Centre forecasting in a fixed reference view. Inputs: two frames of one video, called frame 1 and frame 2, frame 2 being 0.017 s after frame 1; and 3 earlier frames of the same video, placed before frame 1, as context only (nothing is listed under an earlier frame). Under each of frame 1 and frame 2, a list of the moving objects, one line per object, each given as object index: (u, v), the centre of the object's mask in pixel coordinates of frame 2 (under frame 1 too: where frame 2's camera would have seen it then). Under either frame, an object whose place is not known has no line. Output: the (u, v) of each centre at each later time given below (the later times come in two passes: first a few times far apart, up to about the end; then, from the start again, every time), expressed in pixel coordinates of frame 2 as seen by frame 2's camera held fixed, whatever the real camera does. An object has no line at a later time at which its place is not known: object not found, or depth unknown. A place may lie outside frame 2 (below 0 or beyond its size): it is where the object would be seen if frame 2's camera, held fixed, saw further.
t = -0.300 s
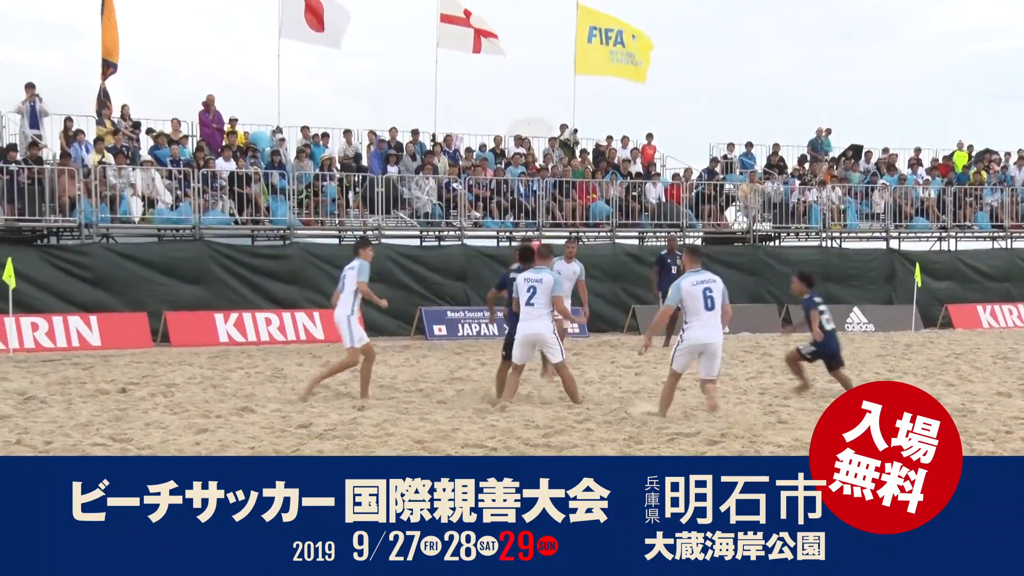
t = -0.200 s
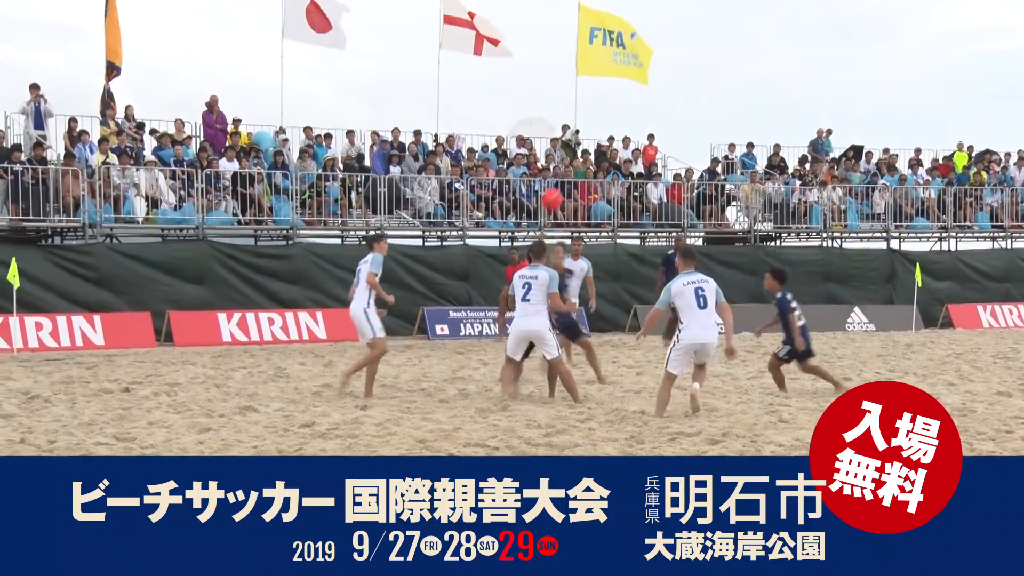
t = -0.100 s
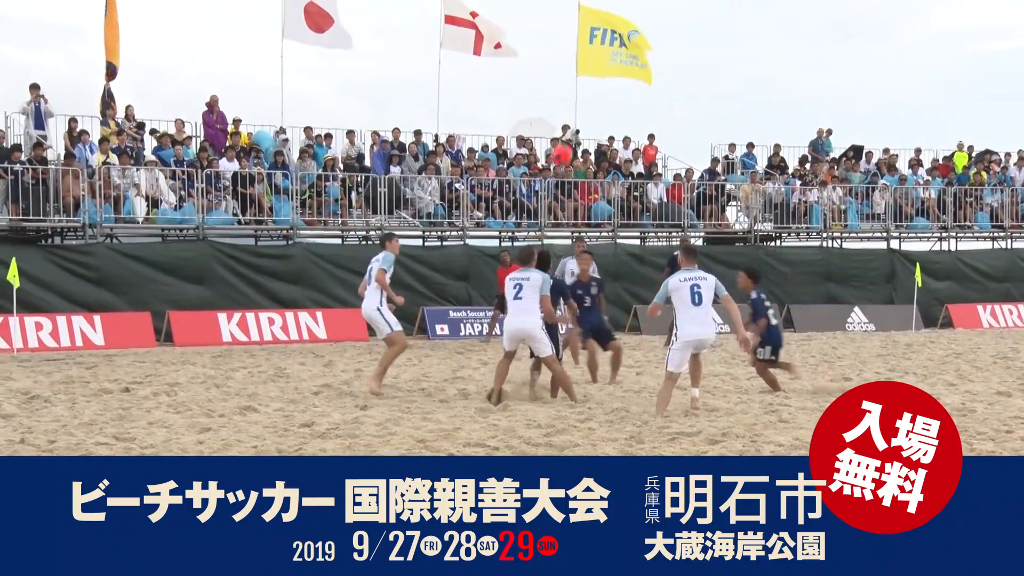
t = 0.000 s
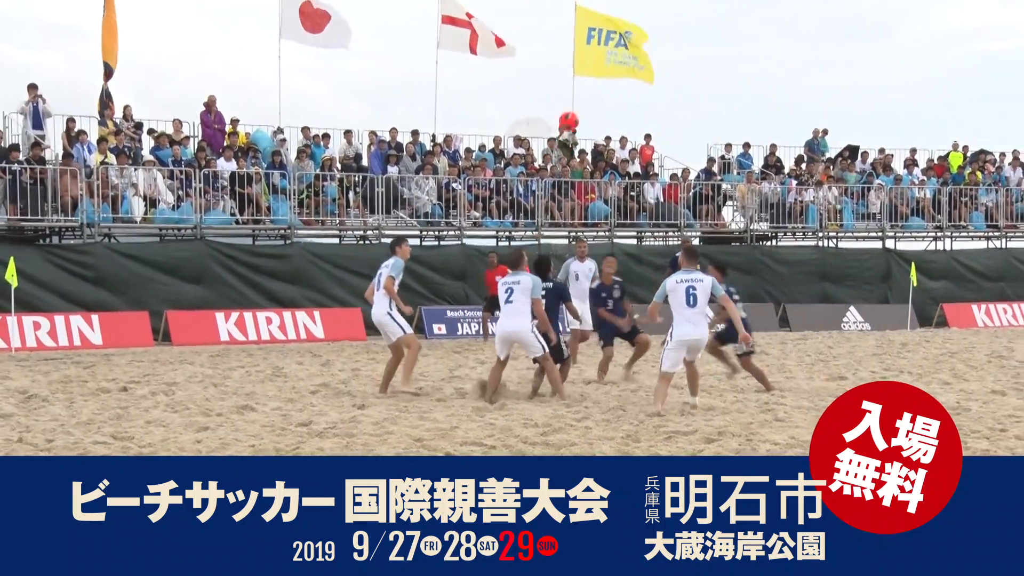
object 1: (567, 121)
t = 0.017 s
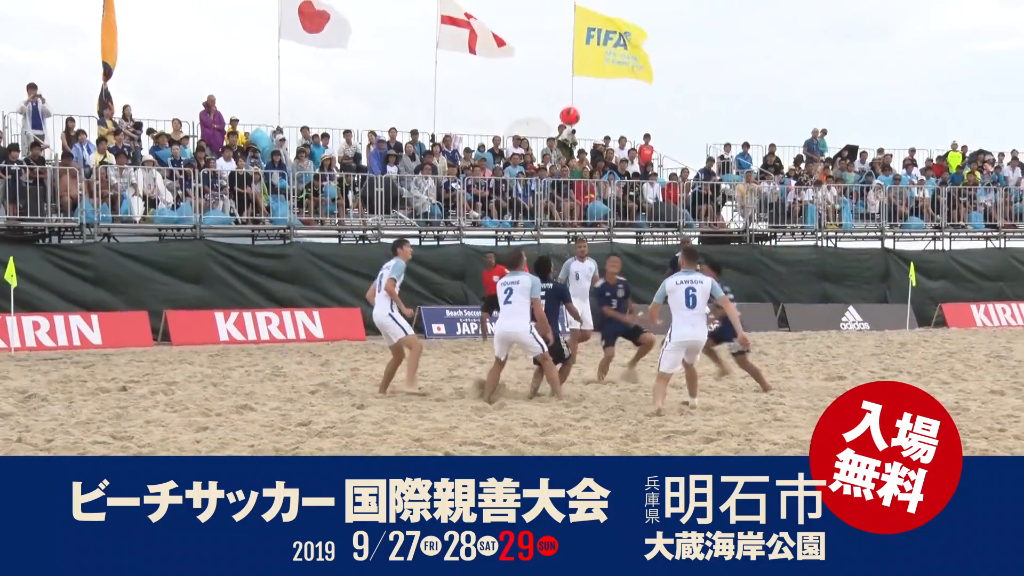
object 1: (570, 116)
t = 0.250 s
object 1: (590, 75)
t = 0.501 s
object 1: (615, 91)
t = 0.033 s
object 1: (572, 111)
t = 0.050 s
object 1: (573, 107)
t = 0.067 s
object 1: (574, 103)
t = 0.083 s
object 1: (576, 99)
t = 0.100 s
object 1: (577, 95)
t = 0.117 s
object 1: (578, 92)
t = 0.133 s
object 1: (580, 89)
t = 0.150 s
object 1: (581, 86)
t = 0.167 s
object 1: (583, 84)
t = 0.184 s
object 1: (584, 82)
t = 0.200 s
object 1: (586, 79)
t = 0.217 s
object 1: (587, 78)
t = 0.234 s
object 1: (589, 76)
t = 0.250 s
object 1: (590, 75)
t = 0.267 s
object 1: (592, 74)
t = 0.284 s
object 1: (593, 74)
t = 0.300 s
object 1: (595, 73)
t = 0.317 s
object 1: (598, 74)
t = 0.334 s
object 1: (599, 74)
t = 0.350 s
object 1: (601, 74)
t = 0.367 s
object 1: (603, 75)
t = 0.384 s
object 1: (604, 76)
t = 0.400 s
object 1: (606, 77)
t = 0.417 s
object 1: (609, 79)
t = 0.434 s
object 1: (610, 80)
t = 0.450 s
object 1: (612, 83)
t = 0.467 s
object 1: (613, 85)
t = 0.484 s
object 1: (614, 88)
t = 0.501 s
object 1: (615, 91)
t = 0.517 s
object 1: (617, 94)
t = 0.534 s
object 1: (618, 98)
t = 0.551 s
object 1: (619, 101)
